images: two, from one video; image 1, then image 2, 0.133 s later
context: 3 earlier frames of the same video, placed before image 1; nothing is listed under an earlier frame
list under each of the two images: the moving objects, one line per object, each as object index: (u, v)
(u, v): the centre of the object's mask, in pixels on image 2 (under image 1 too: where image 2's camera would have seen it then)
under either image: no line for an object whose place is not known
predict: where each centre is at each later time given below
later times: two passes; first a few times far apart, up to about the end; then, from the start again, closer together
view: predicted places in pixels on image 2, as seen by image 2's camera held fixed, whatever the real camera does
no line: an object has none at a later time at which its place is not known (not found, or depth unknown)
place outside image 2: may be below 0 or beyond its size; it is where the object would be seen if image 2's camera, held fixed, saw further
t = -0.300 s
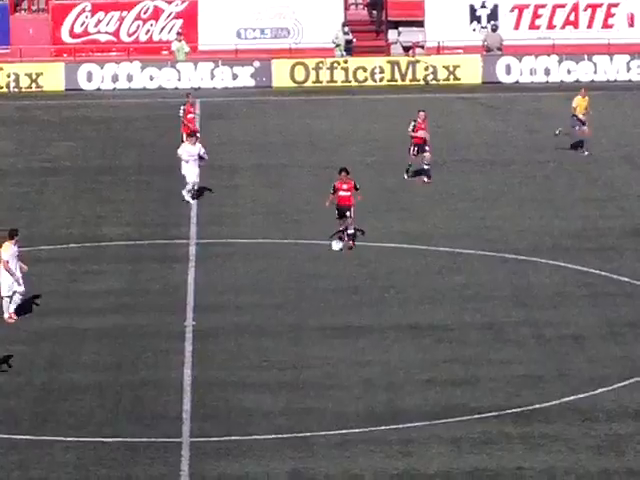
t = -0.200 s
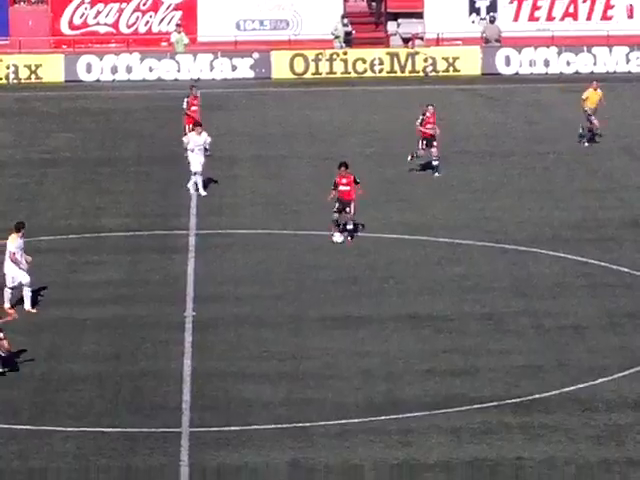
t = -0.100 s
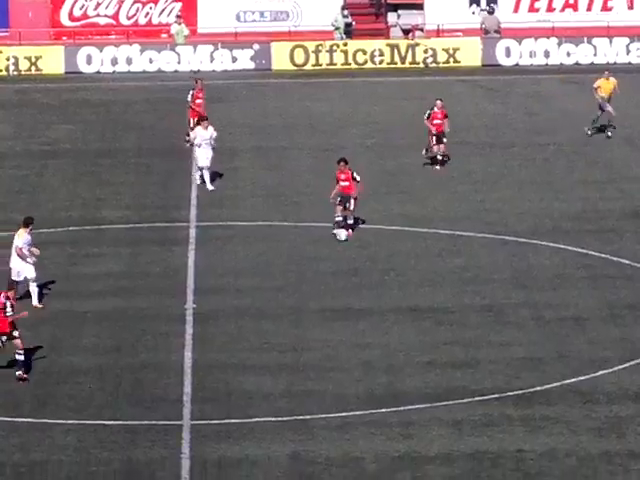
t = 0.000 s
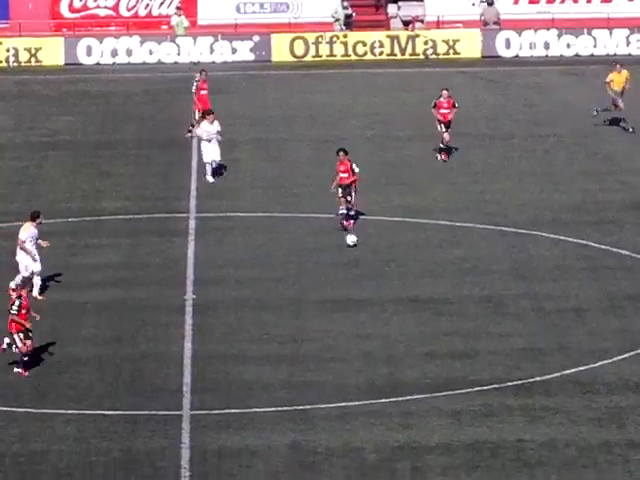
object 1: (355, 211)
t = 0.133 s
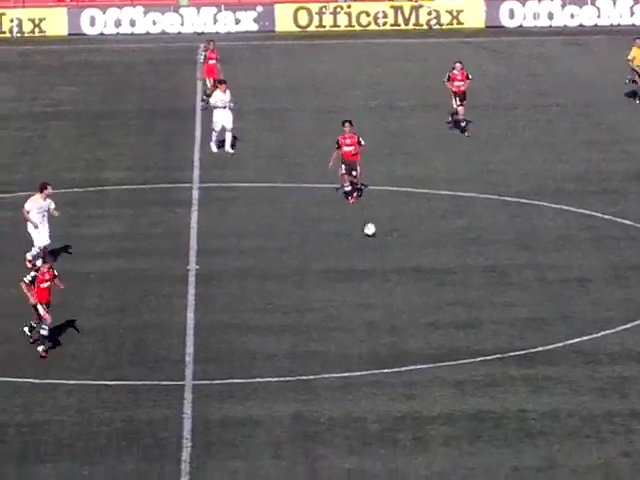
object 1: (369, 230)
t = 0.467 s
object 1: (412, 271)
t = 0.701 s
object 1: (442, 301)
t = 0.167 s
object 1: (373, 233)
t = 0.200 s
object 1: (378, 237)
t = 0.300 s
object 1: (390, 253)
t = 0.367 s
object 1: (399, 261)
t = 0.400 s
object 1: (403, 263)
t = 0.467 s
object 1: (412, 271)
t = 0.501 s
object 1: (417, 275)
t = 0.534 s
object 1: (421, 281)
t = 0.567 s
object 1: (426, 286)
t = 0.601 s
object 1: (429, 291)
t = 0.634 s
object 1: (434, 293)
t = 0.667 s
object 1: (437, 296)
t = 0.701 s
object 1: (442, 301)
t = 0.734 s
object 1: (446, 305)
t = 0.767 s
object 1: (450, 310)
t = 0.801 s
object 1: (454, 314)
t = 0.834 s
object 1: (458, 316)
